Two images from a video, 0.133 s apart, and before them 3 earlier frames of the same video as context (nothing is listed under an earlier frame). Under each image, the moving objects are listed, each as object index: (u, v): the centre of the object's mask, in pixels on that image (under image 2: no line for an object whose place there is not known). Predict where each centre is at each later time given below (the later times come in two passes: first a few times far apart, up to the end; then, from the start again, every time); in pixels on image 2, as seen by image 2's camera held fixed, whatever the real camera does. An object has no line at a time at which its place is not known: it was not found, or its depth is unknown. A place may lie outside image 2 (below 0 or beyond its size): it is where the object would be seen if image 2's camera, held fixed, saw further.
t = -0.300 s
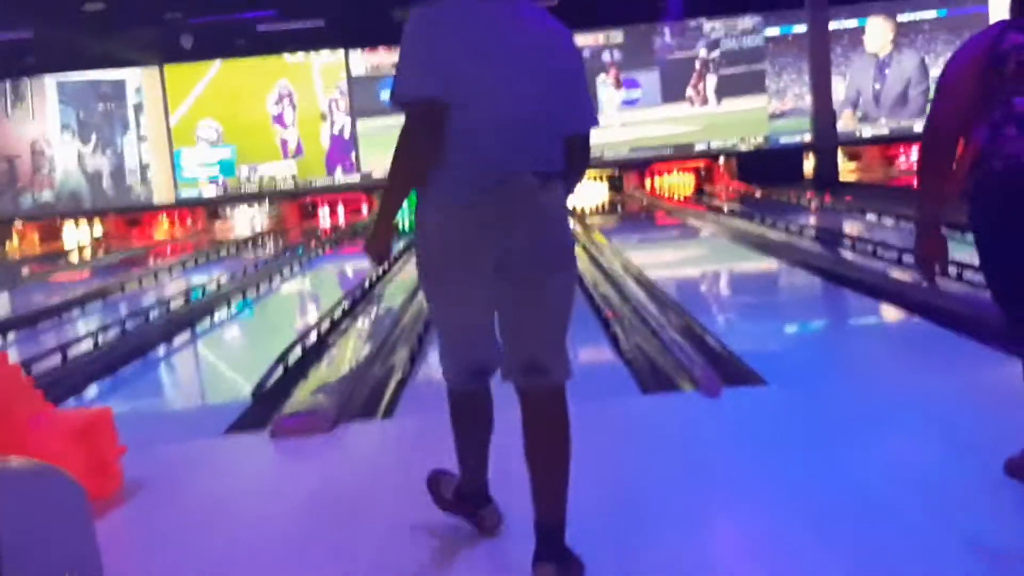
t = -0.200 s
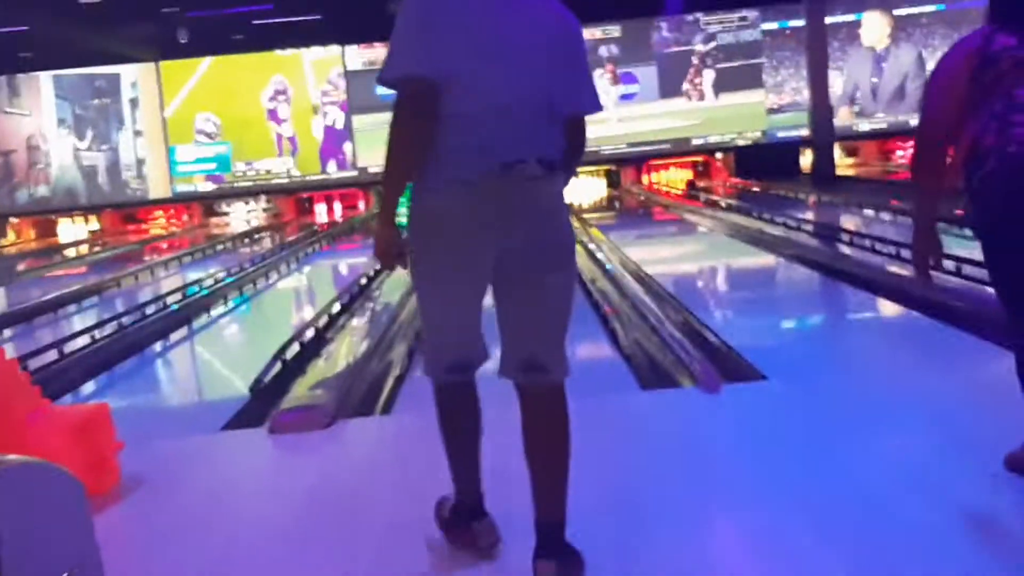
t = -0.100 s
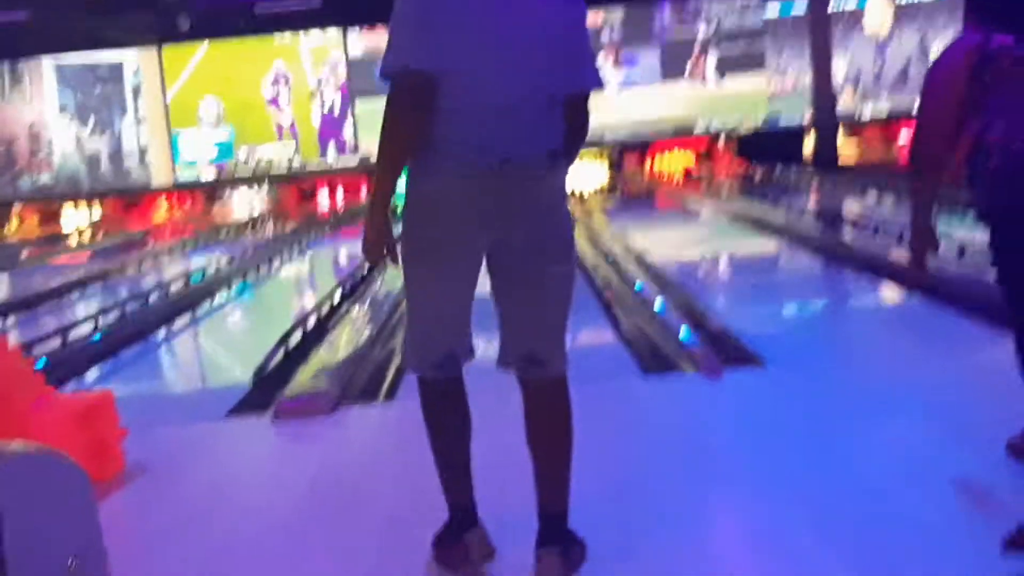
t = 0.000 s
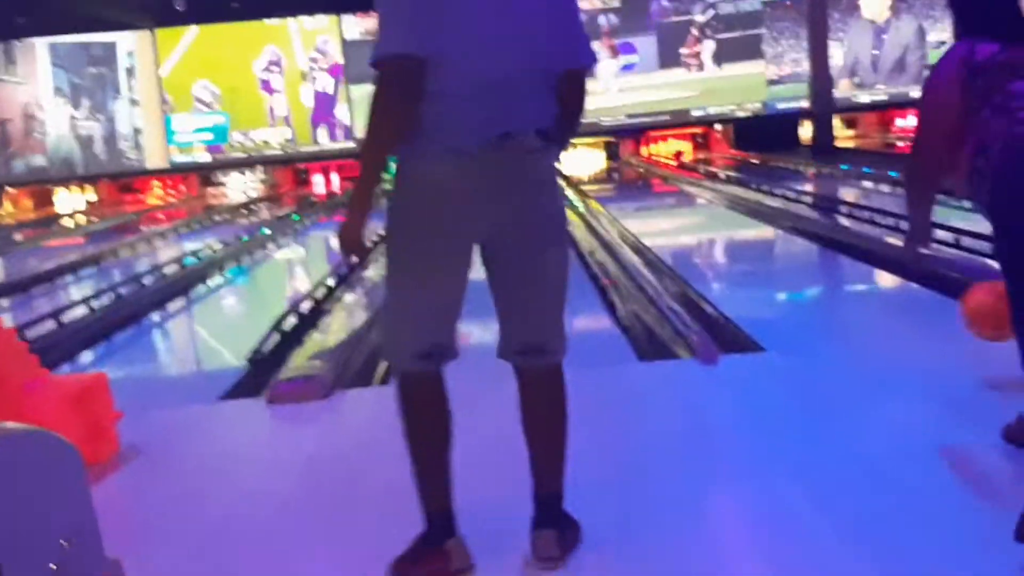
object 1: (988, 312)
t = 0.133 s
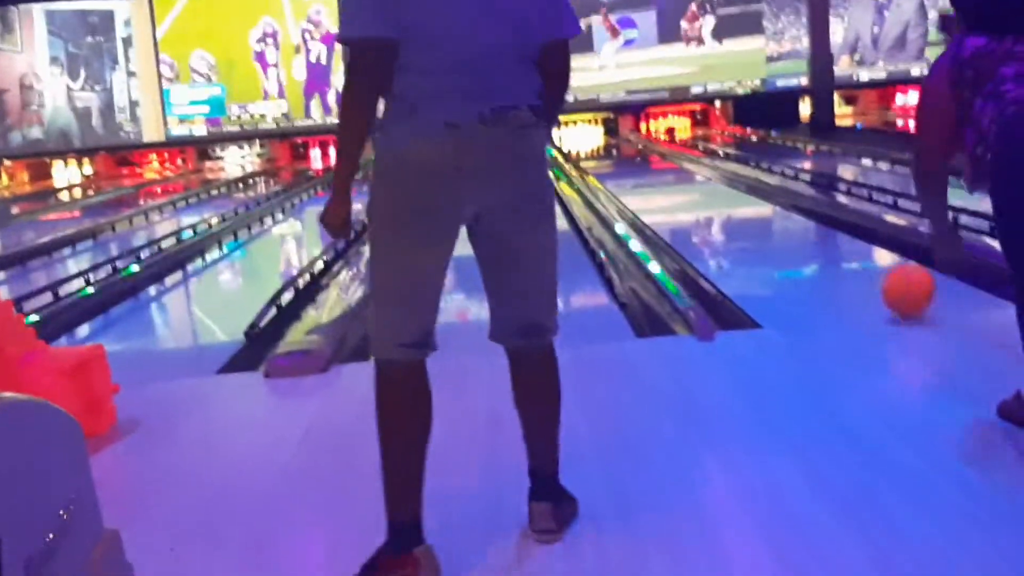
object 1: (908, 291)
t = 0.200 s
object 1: (876, 276)
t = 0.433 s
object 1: (788, 250)
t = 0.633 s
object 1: (738, 230)
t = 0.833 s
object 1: (701, 215)
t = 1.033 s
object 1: (672, 202)
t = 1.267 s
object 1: (646, 191)
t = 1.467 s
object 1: (628, 184)
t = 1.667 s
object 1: (611, 177)
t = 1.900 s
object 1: (598, 172)
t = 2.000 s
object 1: (592, 168)
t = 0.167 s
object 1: (891, 282)
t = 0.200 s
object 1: (876, 276)
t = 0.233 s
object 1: (860, 273)
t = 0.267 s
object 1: (846, 271)
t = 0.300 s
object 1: (833, 267)
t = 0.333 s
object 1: (821, 262)
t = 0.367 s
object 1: (810, 258)
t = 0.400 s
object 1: (799, 254)
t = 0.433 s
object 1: (788, 250)
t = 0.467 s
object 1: (779, 246)
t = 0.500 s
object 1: (770, 243)
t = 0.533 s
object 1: (762, 239)
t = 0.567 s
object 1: (753, 236)
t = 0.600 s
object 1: (746, 233)
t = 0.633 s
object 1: (738, 230)
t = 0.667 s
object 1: (731, 227)
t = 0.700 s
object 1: (725, 224)
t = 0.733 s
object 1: (719, 222)
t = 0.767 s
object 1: (712, 220)
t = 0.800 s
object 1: (706, 217)
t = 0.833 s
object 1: (701, 215)
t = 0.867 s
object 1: (697, 214)
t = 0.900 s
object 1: (691, 211)
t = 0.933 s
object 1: (686, 208)
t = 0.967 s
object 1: (682, 206)
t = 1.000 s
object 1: (677, 204)
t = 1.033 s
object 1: (672, 202)
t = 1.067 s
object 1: (668, 200)
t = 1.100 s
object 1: (664, 198)
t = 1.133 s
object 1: (661, 197)
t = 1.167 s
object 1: (656, 196)
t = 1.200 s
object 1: (652, 194)
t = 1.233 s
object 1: (649, 192)
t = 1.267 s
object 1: (646, 191)
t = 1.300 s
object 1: (642, 189)
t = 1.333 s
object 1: (639, 188)
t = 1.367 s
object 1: (636, 187)
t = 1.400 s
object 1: (633, 186)
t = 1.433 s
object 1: (630, 184)
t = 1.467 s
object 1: (628, 184)
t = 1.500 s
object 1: (625, 183)
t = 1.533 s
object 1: (622, 182)
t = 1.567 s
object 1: (619, 181)
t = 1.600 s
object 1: (617, 180)
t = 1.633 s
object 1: (615, 179)
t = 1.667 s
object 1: (611, 177)
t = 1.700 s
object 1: (609, 177)
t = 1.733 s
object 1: (607, 175)
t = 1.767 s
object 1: (606, 174)
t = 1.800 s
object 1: (603, 173)
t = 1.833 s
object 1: (602, 173)
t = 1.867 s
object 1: (601, 172)
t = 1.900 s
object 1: (598, 172)
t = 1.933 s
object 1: (596, 170)
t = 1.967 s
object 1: (593, 170)
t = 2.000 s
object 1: (592, 168)
